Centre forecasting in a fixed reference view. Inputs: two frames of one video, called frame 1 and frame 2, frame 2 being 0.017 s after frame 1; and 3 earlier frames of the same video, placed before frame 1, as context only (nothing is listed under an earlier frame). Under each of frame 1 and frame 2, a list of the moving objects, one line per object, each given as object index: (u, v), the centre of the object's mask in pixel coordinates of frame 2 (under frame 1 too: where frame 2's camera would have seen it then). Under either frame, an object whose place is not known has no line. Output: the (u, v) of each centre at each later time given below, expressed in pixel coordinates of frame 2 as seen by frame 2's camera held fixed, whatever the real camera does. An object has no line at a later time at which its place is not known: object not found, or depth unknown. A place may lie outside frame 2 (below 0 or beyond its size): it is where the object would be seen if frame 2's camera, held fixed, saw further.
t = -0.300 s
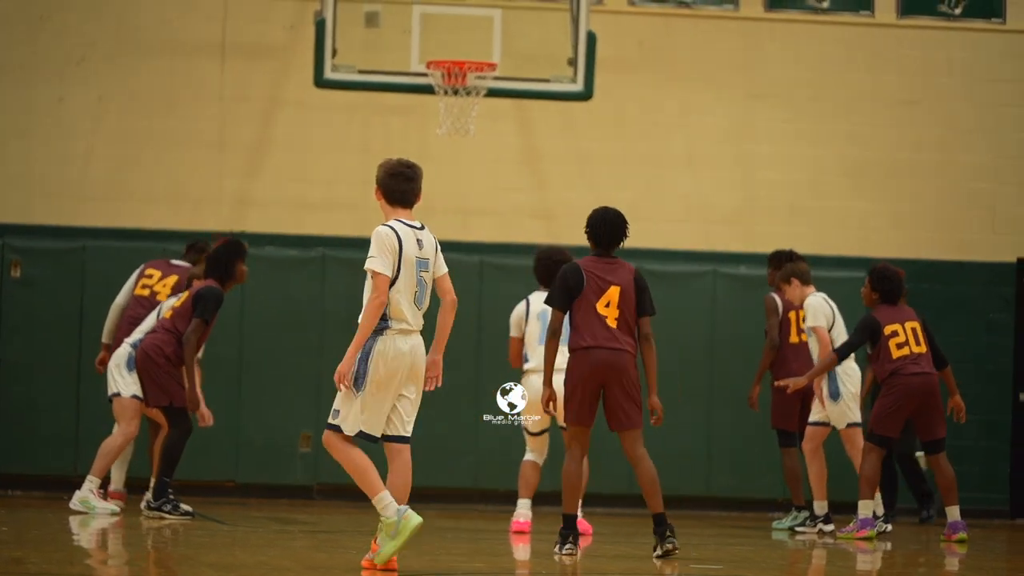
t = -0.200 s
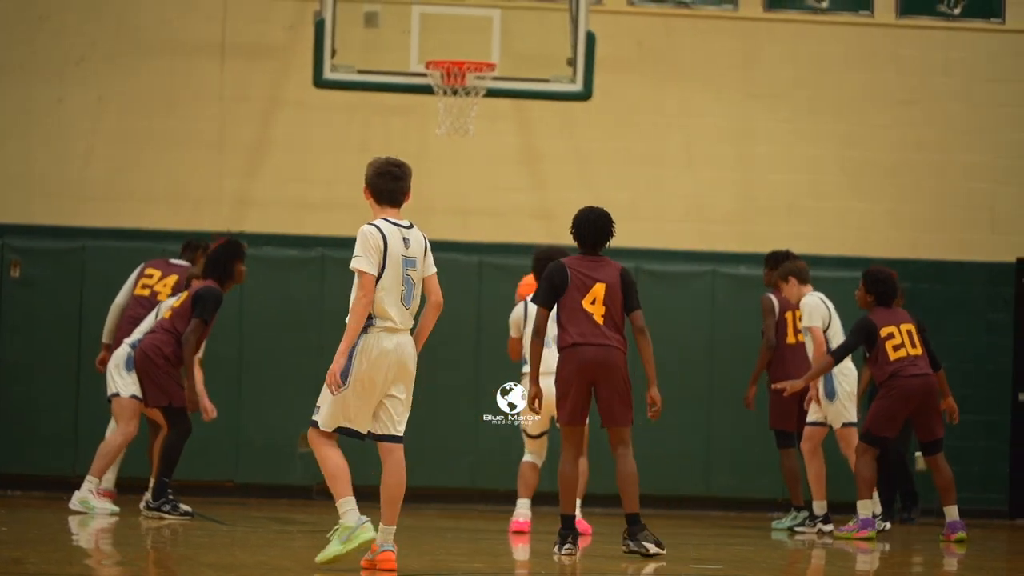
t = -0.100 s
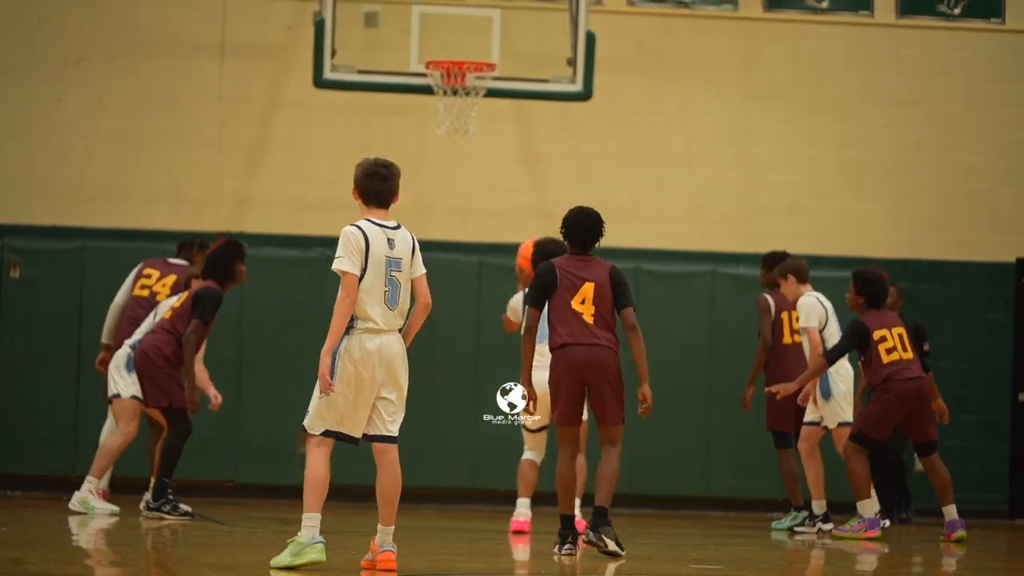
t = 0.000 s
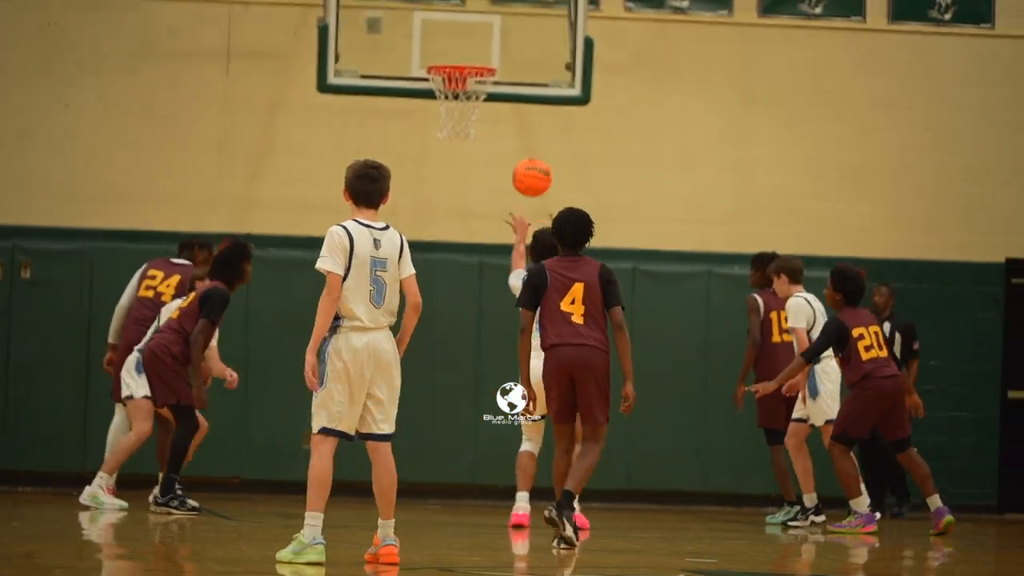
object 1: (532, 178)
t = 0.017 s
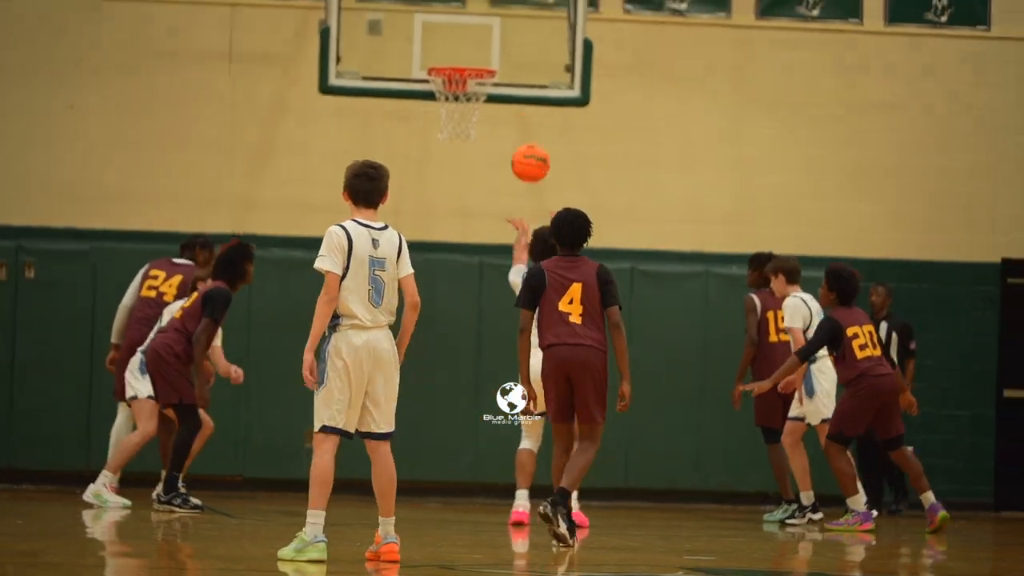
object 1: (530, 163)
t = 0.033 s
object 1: (529, 148)
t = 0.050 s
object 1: (528, 134)
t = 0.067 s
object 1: (526, 120)
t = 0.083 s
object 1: (525, 107)
